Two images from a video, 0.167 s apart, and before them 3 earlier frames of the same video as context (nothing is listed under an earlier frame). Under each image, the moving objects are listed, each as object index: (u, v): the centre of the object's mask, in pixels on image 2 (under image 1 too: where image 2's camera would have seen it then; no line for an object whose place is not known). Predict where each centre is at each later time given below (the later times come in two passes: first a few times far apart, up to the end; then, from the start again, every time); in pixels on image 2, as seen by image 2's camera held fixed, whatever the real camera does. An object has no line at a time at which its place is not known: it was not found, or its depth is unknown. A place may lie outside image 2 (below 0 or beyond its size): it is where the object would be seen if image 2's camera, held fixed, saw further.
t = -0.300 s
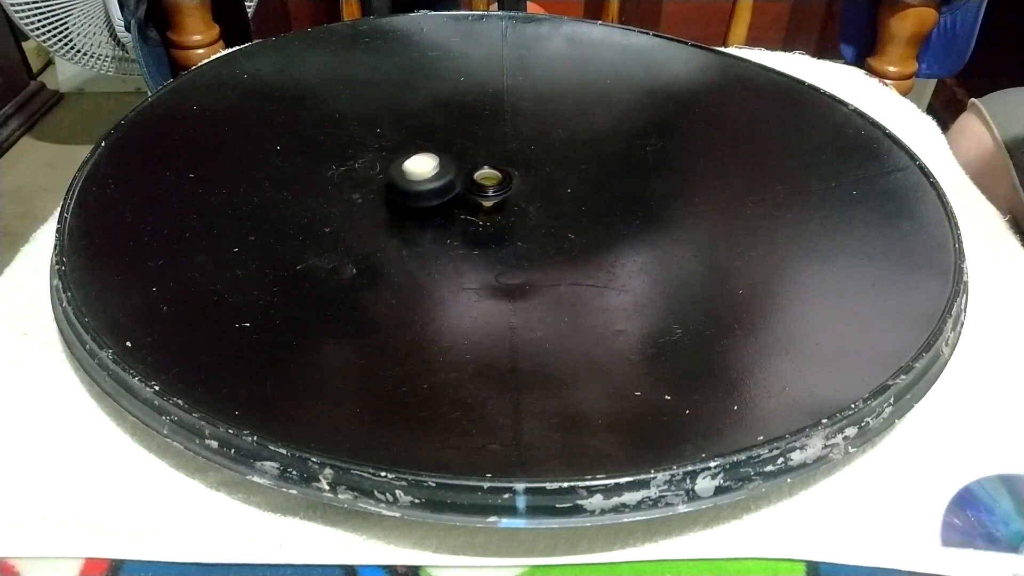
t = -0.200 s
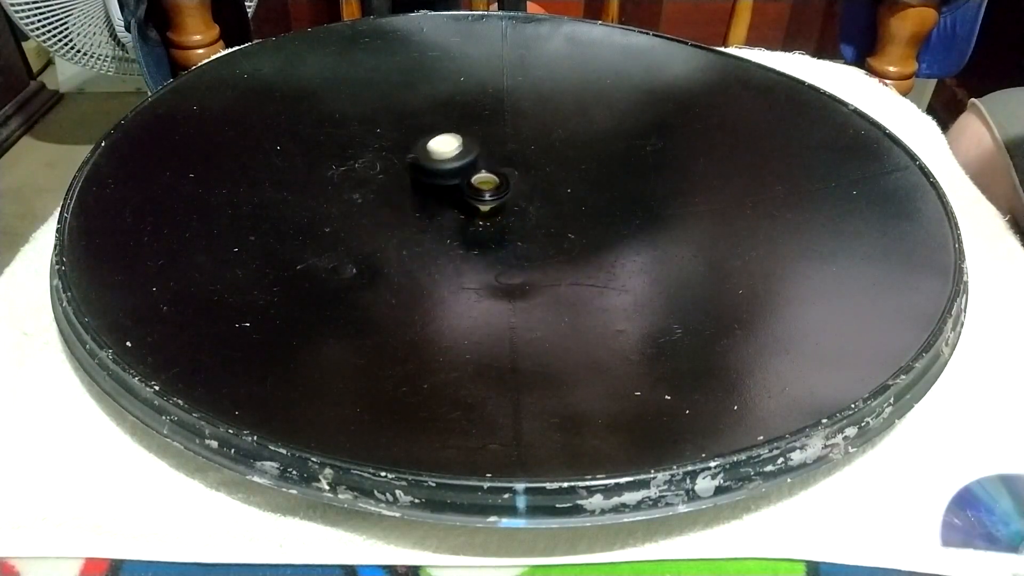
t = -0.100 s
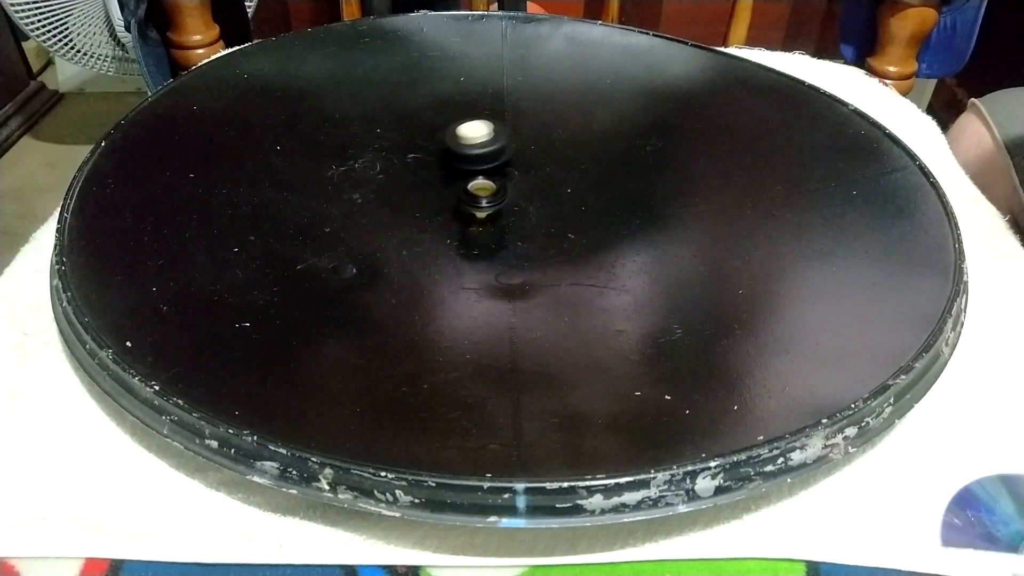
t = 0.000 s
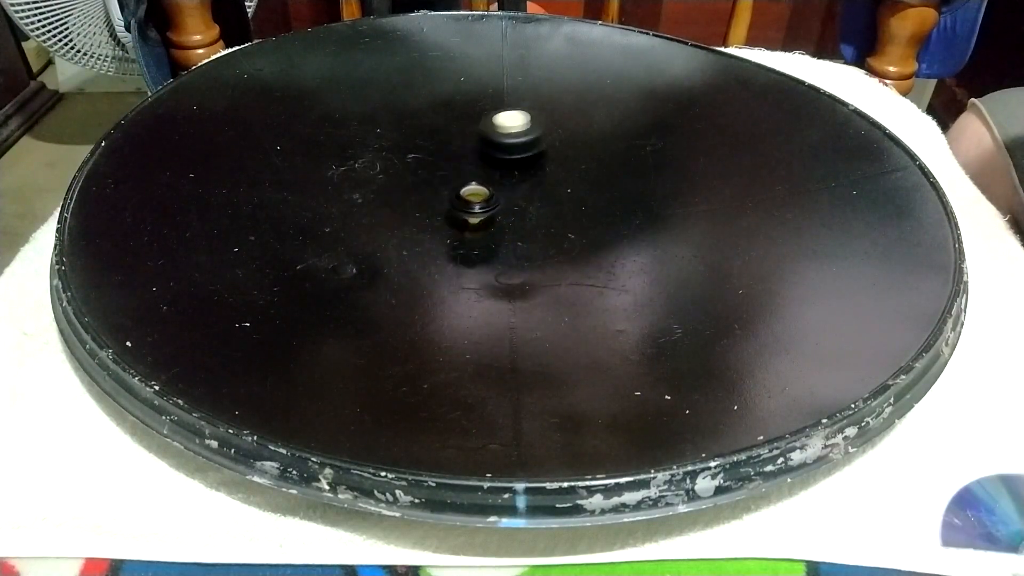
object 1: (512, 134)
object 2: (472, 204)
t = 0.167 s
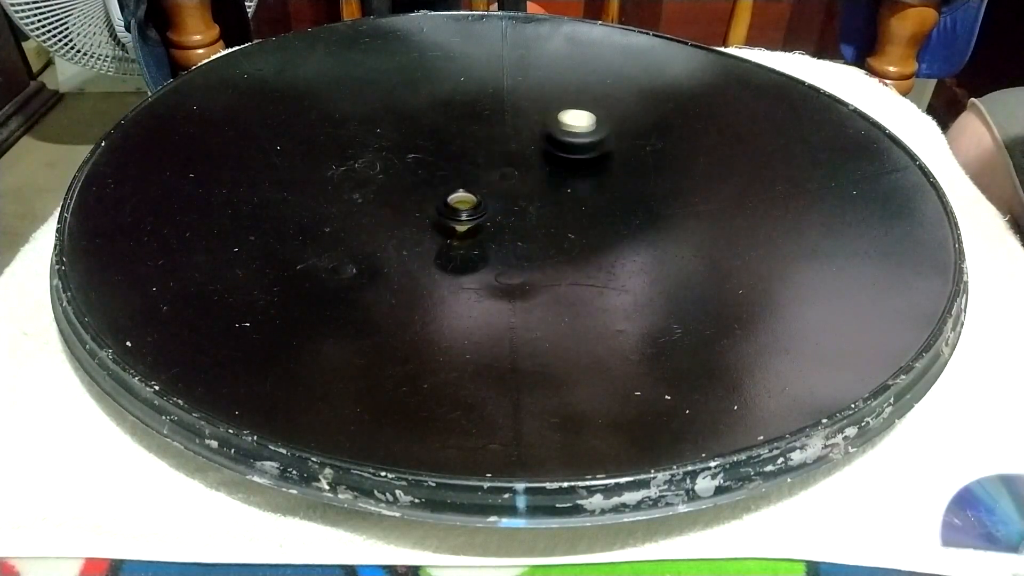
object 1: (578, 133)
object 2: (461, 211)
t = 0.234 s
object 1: (603, 140)
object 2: (455, 214)
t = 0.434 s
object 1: (638, 187)
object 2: (438, 218)
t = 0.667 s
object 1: (571, 242)
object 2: (423, 219)
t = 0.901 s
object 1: (447, 254)
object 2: (428, 210)
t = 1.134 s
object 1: (351, 234)
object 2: (435, 203)
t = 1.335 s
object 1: (325, 187)
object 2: (458, 197)
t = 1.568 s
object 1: (404, 149)
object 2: (485, 198)
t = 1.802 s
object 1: (507, 167)
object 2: (503, 206)
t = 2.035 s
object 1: (579, 196)
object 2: (482, 238)
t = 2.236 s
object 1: (595, 239)
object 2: (450, 246)
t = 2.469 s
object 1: (513, 277)
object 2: (423, 243)
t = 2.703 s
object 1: (422, 263)
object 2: (405, 215)
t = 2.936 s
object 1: (416, 224)
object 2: (416, 180)
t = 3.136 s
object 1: (483, 211)
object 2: (441, 166)
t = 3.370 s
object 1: (546, 238)
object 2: (470, 158)
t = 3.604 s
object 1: (500, 267)
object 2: (491, 158)
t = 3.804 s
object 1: (449, 235)
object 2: (500, 171)
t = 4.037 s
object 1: (457, 198)
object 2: (509, 179)
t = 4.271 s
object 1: (459, 196)
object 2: (550, 184)
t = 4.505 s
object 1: (462, 203)
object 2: (566, 197)
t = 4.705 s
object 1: (458, 208)
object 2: (561, 210)
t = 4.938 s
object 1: (461, 213)
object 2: (534, 220)
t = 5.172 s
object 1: (445, 218)
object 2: (516, 223)
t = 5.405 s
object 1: (434, 215)
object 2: (494, 225)
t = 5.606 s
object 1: (425, 207)
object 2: (487, 222)
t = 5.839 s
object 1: (433, 199)
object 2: (489, 219)
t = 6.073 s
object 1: (448, 196)
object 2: (500, 219)
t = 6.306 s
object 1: (459, 197)
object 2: (512, 226)
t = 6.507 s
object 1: (462, 199)
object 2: (520, 234)
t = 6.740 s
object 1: (457, 207)
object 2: (515, 238)
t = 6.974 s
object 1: (449, 214)
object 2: (505, 231)
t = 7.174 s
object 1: (436, 214)
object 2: (498, 224)
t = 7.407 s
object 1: (423, 207)
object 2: (500, 213)
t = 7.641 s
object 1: (434, 202)
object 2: (505, 203)
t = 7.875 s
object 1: (446, 205)
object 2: (509, 196)
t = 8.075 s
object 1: (454, 212)
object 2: (514, 192)
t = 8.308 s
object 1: (460, 221)
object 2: (512, 192)
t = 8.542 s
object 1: (452, 233)
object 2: (504, 190)
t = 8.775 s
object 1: (417, 241)
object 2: (513, 184)
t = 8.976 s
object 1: (413, 228)
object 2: (513, 185)
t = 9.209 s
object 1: (454, 214)
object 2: (508, 190)
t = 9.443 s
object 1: (474, 229)
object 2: (519, 191)
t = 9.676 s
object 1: (476, 239)
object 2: (515, 200)
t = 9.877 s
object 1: (470, 241)
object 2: (503, 203)
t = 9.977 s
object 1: (461, 243)
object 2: (498, 204)
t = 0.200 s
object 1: (590, 137)
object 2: (457, 213)
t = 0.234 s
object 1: (603, 140)
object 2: (455, 214)
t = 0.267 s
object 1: (613, 146)
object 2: (451, 215)
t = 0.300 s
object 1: (623, 153)
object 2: (448, 216)
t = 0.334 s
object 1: (630, 160)
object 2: (444, 217)
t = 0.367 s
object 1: (635, 168)
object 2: (442, 217)
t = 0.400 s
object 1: (637, 179)
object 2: (439, 218)
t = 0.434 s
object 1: (638, 187)
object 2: (438, 218)
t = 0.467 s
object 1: (634, 197)
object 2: (436, 218)
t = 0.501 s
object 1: (630, 207)
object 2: (433, 218)
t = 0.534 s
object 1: (623, 215)
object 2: (430, 220)
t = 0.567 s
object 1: (610, 224)
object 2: (429, 219)
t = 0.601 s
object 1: (599, 231)
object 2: (427, 219)
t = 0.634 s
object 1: (585, 237)
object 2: (425, 220)
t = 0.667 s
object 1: (571, 242)
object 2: (423, 219)
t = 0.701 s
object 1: (554, 247)
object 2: (422, 219)
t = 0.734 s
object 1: (537, 251)
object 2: (422, 218)
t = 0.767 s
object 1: (520, 254)
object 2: (423, 217)
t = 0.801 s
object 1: (502, 256)
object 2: (425, 216)
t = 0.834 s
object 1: (483, 256)
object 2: (425, 216)
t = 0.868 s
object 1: (465, 255)
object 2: (427, 214)
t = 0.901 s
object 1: (447, 254)
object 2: (428, 210)
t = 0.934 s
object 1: (433, 256)
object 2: (427, 207)
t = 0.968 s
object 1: (419, 255)
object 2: (429, 206)
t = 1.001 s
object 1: (403, 252)
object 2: (429, 206)
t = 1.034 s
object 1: (390, 248)
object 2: (430, 205)
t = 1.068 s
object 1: (377, 244)
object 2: (433, 205)
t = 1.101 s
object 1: (364, 239)
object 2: (434, 204)
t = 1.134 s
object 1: (351, 234)
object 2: (435, 203)
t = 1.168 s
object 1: (343, 227)
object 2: (437, 202)
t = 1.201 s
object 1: (334, 219)
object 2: (441, 201)
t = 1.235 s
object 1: (327, 210)
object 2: (444, 199)
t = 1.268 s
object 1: (325, 203)
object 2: (448, 199)
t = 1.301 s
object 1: (324, 195)
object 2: (453, 198)
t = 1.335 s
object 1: (325, 187)
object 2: (458, 197)
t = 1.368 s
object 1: (330, 178)
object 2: (460, 197)
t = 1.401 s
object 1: (339, 171)
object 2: (466, 196)
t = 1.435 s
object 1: (349, 165)
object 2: (470, 196)
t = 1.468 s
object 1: (362, 158)
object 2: (475, 196)
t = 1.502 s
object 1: (374, 153)
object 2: (478, 197)
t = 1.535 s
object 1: (389, 150)
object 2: (482, 198)
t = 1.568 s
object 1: (404, 149)
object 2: (485, 198)
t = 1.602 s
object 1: (418, 149)
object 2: (489, 199)
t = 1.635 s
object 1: (433, 150)
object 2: (493, 201)
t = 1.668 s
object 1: (449, 153)
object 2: (495, 202)
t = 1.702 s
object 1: (464, 155)
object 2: (498, 202)
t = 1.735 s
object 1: (479, 159)
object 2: (500, 203)
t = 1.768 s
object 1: (493, 162)
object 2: (501, 204)
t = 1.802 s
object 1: (507, 167)
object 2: (503, 206)
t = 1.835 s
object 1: (521, 172)
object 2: (504, 208)
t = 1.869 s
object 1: (531, 177)
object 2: (504, 212)
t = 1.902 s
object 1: (539, 180)
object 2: (502, 220)
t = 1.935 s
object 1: (550, 183)
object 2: (497, 226)
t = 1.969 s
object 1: (560, 187)
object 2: (492, 231)
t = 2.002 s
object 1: (571, 191)
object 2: (486, 235)
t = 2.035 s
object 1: (579, 196)
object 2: (482, 238)
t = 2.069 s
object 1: (586, 202)
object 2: (477, 240)
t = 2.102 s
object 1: (591, 209)
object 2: (471, 241)
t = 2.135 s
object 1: (595, 216)
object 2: (466, 243)
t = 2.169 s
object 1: (597, 224)
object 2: (460, 244)
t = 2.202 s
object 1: (597, 231)
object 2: (455, 245)
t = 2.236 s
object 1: (595, 239)
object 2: (450, 246)
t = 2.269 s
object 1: (589, 246)
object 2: (445, 246)
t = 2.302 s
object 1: (580, 254)
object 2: (440, 247)
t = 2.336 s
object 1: (571, 260)
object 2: (436, 247)
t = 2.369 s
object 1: (558, 267)
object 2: (433, 245)
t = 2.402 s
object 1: (544, 270)
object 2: (430, 244)
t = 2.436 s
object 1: (528, 274)
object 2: (427, 244)
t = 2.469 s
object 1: (513, 277)
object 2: (423, 243)
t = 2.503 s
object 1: (497, 277)
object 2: (421, 241)
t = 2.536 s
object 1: (478, 276)
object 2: (419, 239)
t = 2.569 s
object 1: (463, 273)
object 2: (417, 238)
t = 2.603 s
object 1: (451, 272)
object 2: (413, 230)
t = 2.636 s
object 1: (441, 269)
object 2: (409, 226)
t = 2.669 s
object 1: (431, 266)
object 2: (406, 221)
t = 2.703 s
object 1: (422, 263)
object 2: (405, 215)
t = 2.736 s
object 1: (414, 257)
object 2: (404, 211)
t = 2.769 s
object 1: (409, 252)
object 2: (405, 205)
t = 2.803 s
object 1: (405, 247)
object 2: (406, 201)
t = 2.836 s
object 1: (404, 241)
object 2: (408, 196)
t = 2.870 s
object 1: (406, 235)
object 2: (410, 191)
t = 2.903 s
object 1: (410, 229)
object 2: (413, 184)
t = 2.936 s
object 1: (416, 224)
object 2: (416, 180)
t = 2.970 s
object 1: (425, 220)
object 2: (419, 175)
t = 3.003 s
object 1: (434, 216)
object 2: (423, 173)
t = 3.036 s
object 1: (446, 214)
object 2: (426, 172)
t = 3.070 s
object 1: (458, 212)
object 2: (431, 171)
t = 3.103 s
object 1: (470, 210)
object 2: (436, 167)
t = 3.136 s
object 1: (483, 211)
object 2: (441, 166)
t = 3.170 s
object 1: (495, 212)
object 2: (445, 164)
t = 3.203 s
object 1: (508, 214)
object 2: (450, 162)
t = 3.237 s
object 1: (519, 219)
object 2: (454, 162)
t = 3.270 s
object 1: (528, 222)
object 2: (458, 160)
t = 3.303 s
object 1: (537, 227)
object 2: (462, 160)
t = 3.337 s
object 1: (543, 232)
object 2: (466, 159)
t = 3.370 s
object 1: (546, 238)
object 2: (470, 158)
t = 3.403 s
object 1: (547, 243)
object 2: (473, 158)
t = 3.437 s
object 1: (545, 249)
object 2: (477, 158)
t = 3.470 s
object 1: (540, 254)
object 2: (480, 158)
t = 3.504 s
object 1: (534, 259)
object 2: (483, 157)
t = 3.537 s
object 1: (524, 264)
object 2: (486, 158)
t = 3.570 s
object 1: (513, 267)
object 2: (489, 157)
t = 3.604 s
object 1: (500, 267)
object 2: (491, 158)
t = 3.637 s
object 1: (486, 265)
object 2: (494, 159)
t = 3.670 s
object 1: (474, 261)
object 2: (495, 161)
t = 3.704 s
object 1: (464, 256)
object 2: (497, 165)
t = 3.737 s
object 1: (457, 249)
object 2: (500, 166)
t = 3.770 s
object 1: (452, 242)
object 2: (500, 169)
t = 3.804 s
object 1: (449, 235)
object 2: (500, 171)
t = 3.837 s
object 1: (448, 227)
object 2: (499, 173)
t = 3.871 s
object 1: (448, 220)
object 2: (498, 176)
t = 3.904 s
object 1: (451, 213)
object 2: (498, 177)
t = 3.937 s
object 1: (454, 206)
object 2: (499, 178)
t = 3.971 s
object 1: (455, 204)
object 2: (503, 179)
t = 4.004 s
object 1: (456, 200)
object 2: (505, 179)
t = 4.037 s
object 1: (457, 198)
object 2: (509, 179)
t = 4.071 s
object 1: (458, 197)
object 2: (515, 180)
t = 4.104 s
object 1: (455, 196)
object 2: (522, 179)
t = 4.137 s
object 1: (454, 196)
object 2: (529, 179)
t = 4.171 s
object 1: (454, 196)
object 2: (535, 180)
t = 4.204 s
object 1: (455, 196)
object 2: (540, 181)
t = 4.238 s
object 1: (457, 196)
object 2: (546, 182)
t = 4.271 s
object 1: (459, 196)
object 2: (550, 184)
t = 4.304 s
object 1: (460, 197)
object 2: (553, 185)
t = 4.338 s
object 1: (461, 197)
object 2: (557, 187)
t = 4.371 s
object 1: (461, 198)
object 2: (560, 190)
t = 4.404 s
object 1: (461, 199)
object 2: (562, 191)
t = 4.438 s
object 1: (462, 201)
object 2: (565, 193)
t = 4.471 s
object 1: (462, 202)
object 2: (565, 195)
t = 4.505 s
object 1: (462, 203)
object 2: (566, 197)
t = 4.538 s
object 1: (461, 204)
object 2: (566, 200)
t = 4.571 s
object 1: (460, 205)
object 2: (566, 202)
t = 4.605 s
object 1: (459, 206)
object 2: (567, 204)
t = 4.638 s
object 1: (458, 207)
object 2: (565, 206)
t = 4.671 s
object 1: (458, 208)
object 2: (564, 208)
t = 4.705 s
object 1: (458, 208)
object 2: (561, 210)
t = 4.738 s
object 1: (458, 208)
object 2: (559, 212)
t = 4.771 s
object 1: (459, 209)
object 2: (555, 214)
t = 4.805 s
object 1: (459, 210)
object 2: (552, 215)
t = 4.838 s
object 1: (460, 211)
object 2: (548, 216)
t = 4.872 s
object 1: (460, 211)
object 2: (544, 218)
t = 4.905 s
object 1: (461, 212)
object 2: (539, 220)
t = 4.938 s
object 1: (461, 213)
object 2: (534, 220)
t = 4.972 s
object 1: (460, 214)
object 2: (530, 221)
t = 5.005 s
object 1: (460, 215)
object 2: (526, 221)
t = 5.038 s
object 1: (459, 216)
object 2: (521, 222)
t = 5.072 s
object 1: (455, 217)
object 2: (521, 221)
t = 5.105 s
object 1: (451, 217)
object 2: (521, 222)
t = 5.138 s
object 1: (448, 217)
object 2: (519, 222)
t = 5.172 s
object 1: (445, 218)
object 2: (516, 223)
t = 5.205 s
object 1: (443, 218)
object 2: (513, 223)
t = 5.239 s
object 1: (441, 218)
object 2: (509, 224)
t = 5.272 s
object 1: (439, 218)
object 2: (507, 224)
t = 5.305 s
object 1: (438, 217)
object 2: (503, 224)
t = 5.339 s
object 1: (436, 216)
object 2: (500, 225)
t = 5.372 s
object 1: (435, 216)
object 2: (497, 225)
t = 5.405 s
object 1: (434, 215)
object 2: (494, 225)
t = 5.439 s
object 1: (432, 215)
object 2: (493, 225)
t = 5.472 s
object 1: (430, 213)
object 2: (492, 224)
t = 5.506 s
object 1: (427, 212)
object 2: (491, 223)
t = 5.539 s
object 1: (425, 210)
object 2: (490, 223)
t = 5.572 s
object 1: (425, 209)
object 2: (489, 222)
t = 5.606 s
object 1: (425, 207)
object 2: (487, 222)
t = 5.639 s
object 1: (426, 206)
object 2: (485, 221)
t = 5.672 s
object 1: (427, 205)
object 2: (485, 221)
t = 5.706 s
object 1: (428, 203)
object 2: (484, 221)
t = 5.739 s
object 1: (429, 202)
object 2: (484, 221)
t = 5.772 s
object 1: (429, 201)
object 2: (485, 220)
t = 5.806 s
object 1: (430, 200)
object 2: (487, 220)
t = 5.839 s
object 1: (433, 199)
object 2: (489, 219)
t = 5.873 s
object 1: (436, 198)
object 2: (490, 219)
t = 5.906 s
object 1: (438, 197)
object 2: (491, 219)
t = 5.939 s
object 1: (441, 197)
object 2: (492, 218)
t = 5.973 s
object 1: (443, 197)
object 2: (493, 218)
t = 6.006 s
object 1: (444, 197)
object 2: (496, 219)
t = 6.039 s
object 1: (446, 196)
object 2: (498, 219)
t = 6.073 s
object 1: (448, 196)
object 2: (500, 219)
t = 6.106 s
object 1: (450, 196)
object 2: (501, 219)
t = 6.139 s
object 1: (452, 196)
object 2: (503, 220)
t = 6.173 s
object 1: (453, 196)
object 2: (504, 220)
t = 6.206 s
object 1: (455, 197)
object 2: (504, 220)
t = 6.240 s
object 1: (457, 197)
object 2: (505, 221)
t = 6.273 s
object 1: (458, 197)
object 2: (507, 223)
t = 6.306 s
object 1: (459, 197)
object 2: (512, 226)
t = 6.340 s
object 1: (459, 196)
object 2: (515, 228)
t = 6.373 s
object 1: (459, 196)
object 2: (516, 229)
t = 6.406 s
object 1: (460, 197)
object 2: (517, 231)
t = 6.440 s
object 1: (460, 198)
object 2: (518, 231)
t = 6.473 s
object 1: (461, 198)
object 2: (519, 232)
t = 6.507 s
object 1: (462, 199)
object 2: (520, 234)
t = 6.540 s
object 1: (462, 199)
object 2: (519, 235)
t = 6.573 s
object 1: (460, 200)
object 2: (519, 236)
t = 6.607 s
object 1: (459, 202)
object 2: (519, 236)
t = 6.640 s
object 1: (459, 203)
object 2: (519, 236)
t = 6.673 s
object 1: (458, 204)
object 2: (519, 237)
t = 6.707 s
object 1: (458, 206)
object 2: (517, 237)
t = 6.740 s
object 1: (457, 207)
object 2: (515, 238)
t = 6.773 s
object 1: (456, 208)
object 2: (513, 238)
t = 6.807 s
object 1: (454, 210)
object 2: (513, 238)
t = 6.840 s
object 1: (454, 211)
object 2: (512, 237)
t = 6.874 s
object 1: (453, 212)
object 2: (511, 236)
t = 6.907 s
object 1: (452, 212)
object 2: (509, 234)
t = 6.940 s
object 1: (450, 213)
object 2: (507, 233)
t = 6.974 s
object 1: (449, 214)
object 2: (505, 231)
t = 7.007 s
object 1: (446, 215)
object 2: (504, 231)
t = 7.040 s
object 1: (444, 215)
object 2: (503, 229)
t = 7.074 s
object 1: (442, 215)
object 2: (502, 228)
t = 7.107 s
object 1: (439, 214)
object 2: (501, 226)
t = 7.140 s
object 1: (437, 214)
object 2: (500, 225)
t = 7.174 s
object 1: (436, 214)
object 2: (498, 224)
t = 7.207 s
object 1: (434, 214)
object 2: (496, 222)
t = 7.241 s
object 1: (434, 213)
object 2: (495, 220)
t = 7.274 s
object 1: (432, 213)
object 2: (495, 219)
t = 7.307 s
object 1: (429, 212)
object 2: (496, 217)
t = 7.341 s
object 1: (426, 210)
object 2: (498, 216)
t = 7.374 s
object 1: (423, 209)
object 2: (499, 214)
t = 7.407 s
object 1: (423, 207)
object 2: (500, 213)
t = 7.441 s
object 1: (423, 206)
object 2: (500, 211)
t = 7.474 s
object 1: (424, 205)
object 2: (501, 210)
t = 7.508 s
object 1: (425, 204)
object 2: (502, 208)
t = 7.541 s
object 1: (427, 203)
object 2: (503, 207)
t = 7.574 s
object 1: (429, 202)
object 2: (504, 206)
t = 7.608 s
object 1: (431, 202)
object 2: (504, 205)
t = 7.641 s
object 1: (434, 202)
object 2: (505, 203)
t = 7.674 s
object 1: (437, 202)
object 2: (505, 203)
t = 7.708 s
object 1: (441, 202)
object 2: (504, 201)
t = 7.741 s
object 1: (442, 202)
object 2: (505, 201)
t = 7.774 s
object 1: (442, 203)
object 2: (506, 200)
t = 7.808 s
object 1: (443, 203)
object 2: (507, 199)
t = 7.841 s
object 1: (444, 204)
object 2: (509, 197)
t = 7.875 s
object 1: (446, 205)
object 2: (509, 196)
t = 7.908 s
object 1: (448, 206)
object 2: (511, 195)
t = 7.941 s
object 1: (449, 207)
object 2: (512, 194)
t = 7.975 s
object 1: (450, 208)
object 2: (512, 194)
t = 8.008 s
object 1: (451, 210)
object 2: (513, 194)
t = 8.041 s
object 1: (452, 211)
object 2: (513, 193)
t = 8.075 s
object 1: (454, 212)
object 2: (514, 192)
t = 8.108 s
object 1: (456, 214)
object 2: (515, 192)
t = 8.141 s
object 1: (457, 215)
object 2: (515, 191)
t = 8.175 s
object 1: (458, 217)
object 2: (515, 192)
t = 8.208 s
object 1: (459, 218)
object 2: (515, 191)
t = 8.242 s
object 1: (458, 219)
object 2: (514, 192)
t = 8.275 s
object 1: (459, 220)
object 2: (513, 192)
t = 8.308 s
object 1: (460, 221)
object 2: (512, 192)
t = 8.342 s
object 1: (460, 222)
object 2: (511, 192)
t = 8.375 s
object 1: (460, 224)
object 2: (509, 193)
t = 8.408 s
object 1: (460, 225)
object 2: (507, 192)
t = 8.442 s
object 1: (460, 225)
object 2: (505, 193)
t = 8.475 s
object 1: (460, 226)
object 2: (504, 193)
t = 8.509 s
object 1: (456, 229)
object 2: (504, 191)
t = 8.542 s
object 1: (452, 233)
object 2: (504, 190)
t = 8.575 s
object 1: (449, 236)
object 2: (504, 189)
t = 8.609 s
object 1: (444, 239)
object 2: (506, 187)
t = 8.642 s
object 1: (437, 241)
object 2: (508, 186)
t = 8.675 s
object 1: (431, 242)
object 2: (509, 185)
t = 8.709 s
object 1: (425, 243)
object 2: (510, 184)
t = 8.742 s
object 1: (421, 243)
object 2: (512, 184)
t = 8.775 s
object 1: (417, 241)
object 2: (513, 184)
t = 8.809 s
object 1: (414, 240)
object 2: (514, 184)
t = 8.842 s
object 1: (411, 238)
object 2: (515, 184)
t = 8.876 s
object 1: (410, 235)
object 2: (515, 184)
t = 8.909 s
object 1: (410, 233)
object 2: (514, 184)
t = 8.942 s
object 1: (411, 230)
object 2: (514, 184)
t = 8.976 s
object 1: (413, 228)
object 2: (513, 185)
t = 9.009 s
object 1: (416, 225)
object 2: (513, 186)
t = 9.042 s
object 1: (420, 223)
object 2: (511, 187)
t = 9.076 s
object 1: (424, 220)
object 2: (510, 188)
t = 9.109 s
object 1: (430, 218)
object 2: (509, 189)
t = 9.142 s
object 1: (437, 217)
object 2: (509, 189)
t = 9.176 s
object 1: (445, 215)
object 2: (508, 190)
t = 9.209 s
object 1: (454, 214)
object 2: (508, 190)
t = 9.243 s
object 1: (458, 215)
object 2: (509, 190)
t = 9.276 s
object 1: (462, 218)
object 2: (512, 189)
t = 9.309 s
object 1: (466, 220)
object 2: (514, 188)
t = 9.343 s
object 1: (470, 223)
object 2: (516, 189)
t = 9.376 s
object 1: (472, 225)
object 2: (518, 189)
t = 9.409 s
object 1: (474, 227)
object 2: (519, 190)
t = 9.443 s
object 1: (474, 229)
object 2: (519, 191)
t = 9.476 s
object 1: (474, 231)
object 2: (519, 193)
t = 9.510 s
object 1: (474, 233)
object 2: (520, 194)
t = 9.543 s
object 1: (474, 234)
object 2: (519, 196)
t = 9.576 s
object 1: (475, 236)
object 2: (519, 197)
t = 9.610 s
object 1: (476, 238)
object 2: (518, 199)
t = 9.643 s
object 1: (476, 238)
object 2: (516, 199)
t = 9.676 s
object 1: (476, 239)
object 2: (515, 200)
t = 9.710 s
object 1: (475, 240)
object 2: (512, 202)
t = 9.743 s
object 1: (474, 240)
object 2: (509, 203)
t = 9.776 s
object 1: (473, 240)
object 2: (507, 202)
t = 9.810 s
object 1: (473, 240)
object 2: (506, 203)
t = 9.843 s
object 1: (472, 241)
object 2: (504, 203)
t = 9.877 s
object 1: (470, 241)
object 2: (503, 203)
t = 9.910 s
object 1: (467, 242)
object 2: (501, 203)
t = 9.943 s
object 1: (464, 243)
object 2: (500, 204)
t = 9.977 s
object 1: (461, 243)
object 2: (498, 204)
